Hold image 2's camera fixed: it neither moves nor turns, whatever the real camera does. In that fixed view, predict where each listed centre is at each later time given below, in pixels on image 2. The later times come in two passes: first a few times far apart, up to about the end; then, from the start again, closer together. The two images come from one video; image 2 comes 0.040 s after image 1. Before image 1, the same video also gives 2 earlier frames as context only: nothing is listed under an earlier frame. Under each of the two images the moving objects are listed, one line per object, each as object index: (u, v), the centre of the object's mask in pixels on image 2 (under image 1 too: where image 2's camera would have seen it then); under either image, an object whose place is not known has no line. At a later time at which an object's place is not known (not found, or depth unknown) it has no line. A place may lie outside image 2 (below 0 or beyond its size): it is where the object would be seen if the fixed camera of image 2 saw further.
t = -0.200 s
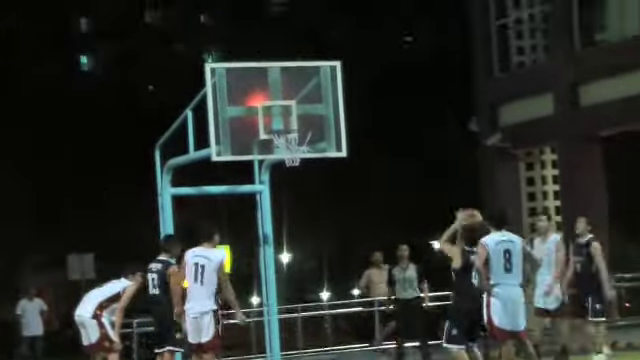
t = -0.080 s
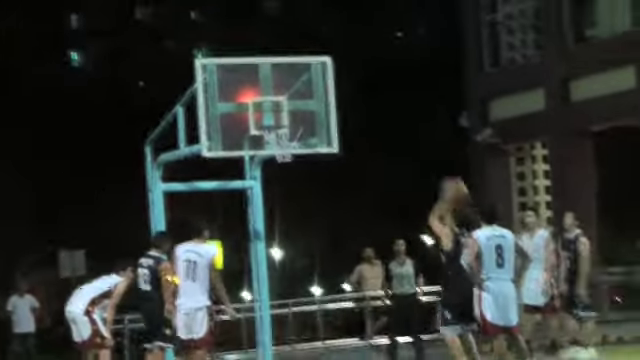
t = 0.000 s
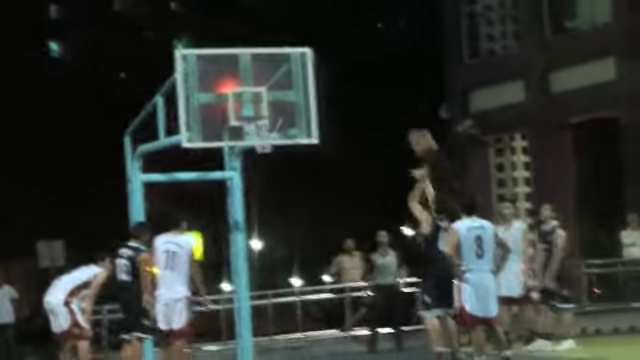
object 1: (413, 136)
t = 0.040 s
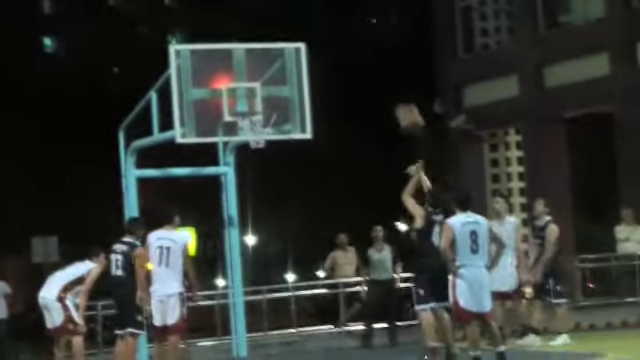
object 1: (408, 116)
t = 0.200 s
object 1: (381, 56)
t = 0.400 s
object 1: (353, 13)
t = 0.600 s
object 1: (328, 9)
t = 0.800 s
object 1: (307, 32)
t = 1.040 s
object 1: (283, 106)
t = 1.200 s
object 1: (298, 157)
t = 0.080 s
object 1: (404, 98)
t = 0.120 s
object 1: (397, 83)
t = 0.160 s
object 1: (389, 68)
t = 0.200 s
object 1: (381, 56)
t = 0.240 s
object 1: (374, 44)
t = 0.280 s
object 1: (369, 33)
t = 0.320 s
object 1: (364, 24)
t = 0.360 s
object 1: (357, 18)
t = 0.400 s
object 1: (353, 13)
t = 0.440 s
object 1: (348, 10)
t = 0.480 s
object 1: (344, 9)
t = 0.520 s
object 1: (338, 8)
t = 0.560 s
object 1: (332, 8)
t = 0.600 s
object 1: (328, 9)
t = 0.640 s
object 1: (322, 10)
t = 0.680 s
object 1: (317, 12)
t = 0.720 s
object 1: (313, 18)
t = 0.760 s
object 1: (310, 25)
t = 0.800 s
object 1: (307, 32)
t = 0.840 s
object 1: (304, 40)
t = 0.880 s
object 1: (300, 51)
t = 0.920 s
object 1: (294, 59)
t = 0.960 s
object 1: (292, 75)
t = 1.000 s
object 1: (288, 89)
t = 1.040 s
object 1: (283, 106)
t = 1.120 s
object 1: (291, 128)
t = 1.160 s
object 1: (295, 145)
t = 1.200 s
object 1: (298, 157)
